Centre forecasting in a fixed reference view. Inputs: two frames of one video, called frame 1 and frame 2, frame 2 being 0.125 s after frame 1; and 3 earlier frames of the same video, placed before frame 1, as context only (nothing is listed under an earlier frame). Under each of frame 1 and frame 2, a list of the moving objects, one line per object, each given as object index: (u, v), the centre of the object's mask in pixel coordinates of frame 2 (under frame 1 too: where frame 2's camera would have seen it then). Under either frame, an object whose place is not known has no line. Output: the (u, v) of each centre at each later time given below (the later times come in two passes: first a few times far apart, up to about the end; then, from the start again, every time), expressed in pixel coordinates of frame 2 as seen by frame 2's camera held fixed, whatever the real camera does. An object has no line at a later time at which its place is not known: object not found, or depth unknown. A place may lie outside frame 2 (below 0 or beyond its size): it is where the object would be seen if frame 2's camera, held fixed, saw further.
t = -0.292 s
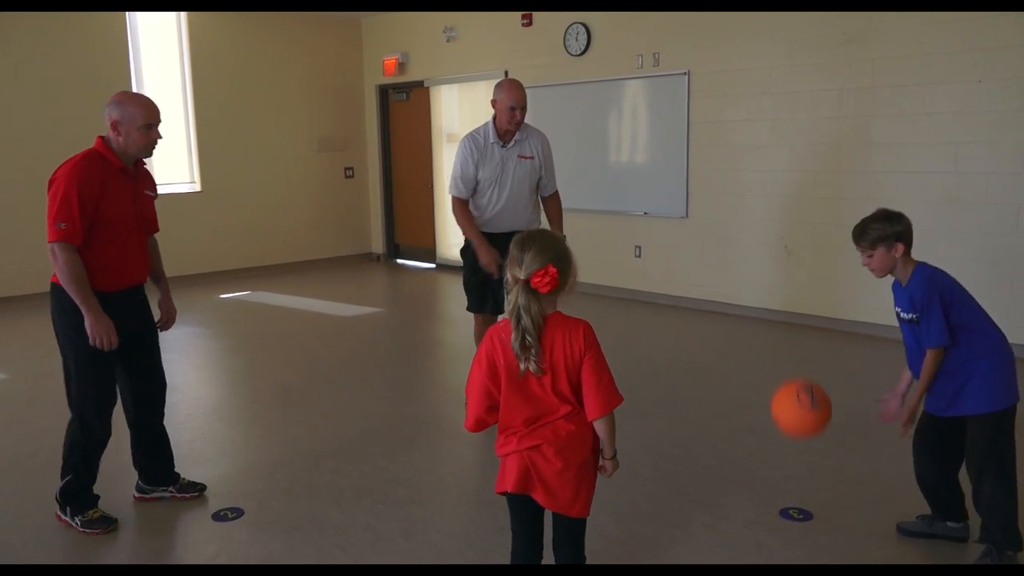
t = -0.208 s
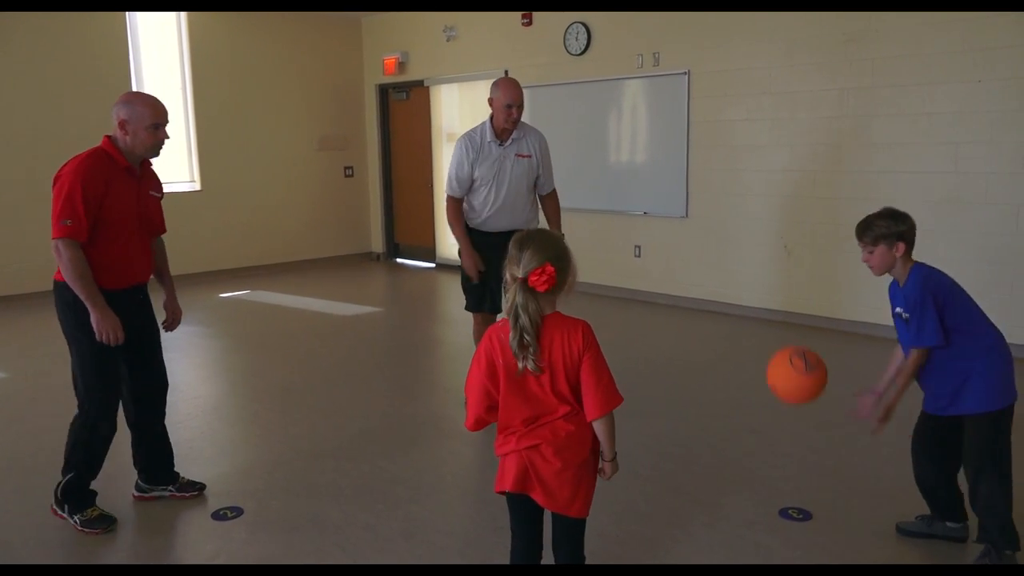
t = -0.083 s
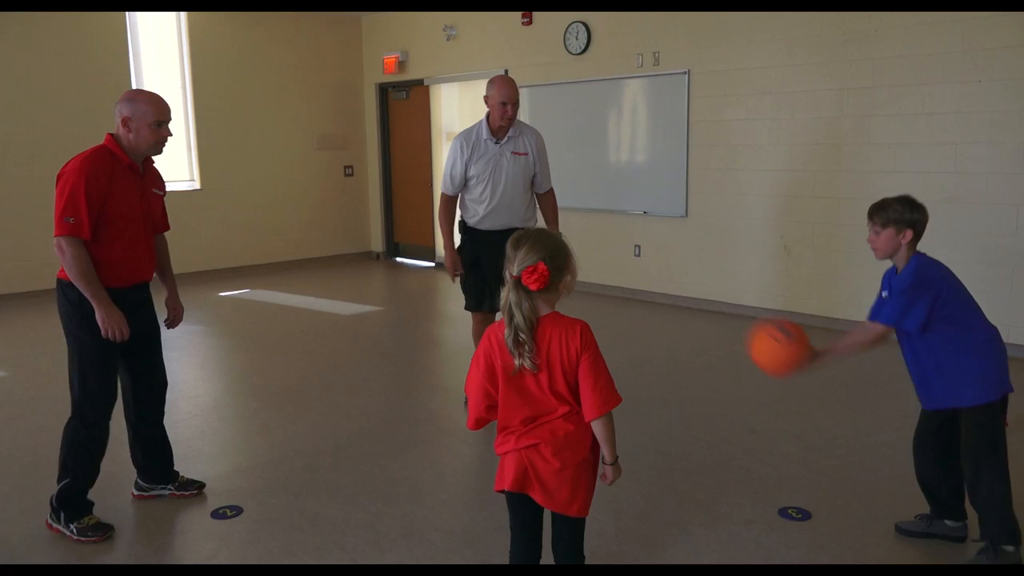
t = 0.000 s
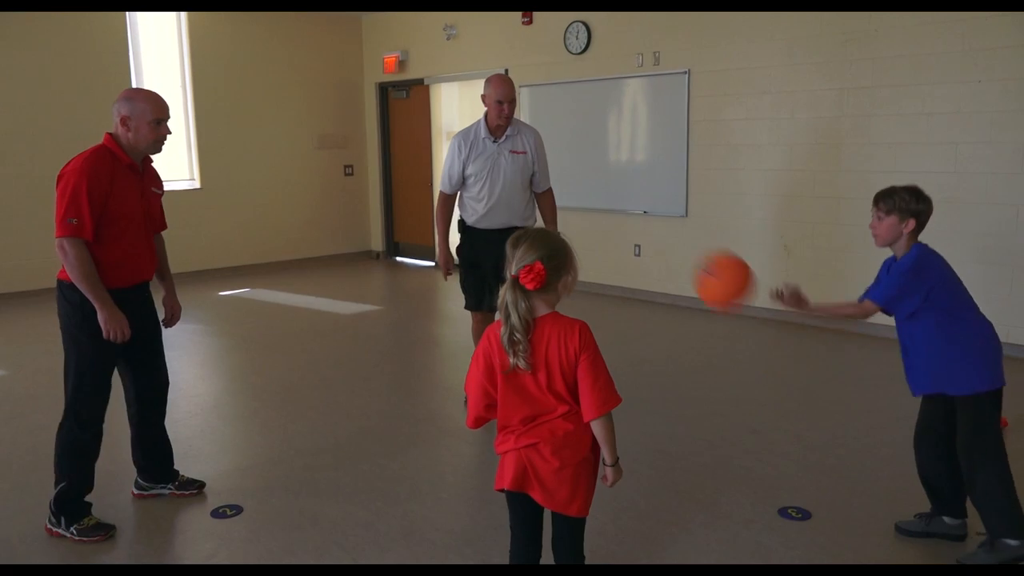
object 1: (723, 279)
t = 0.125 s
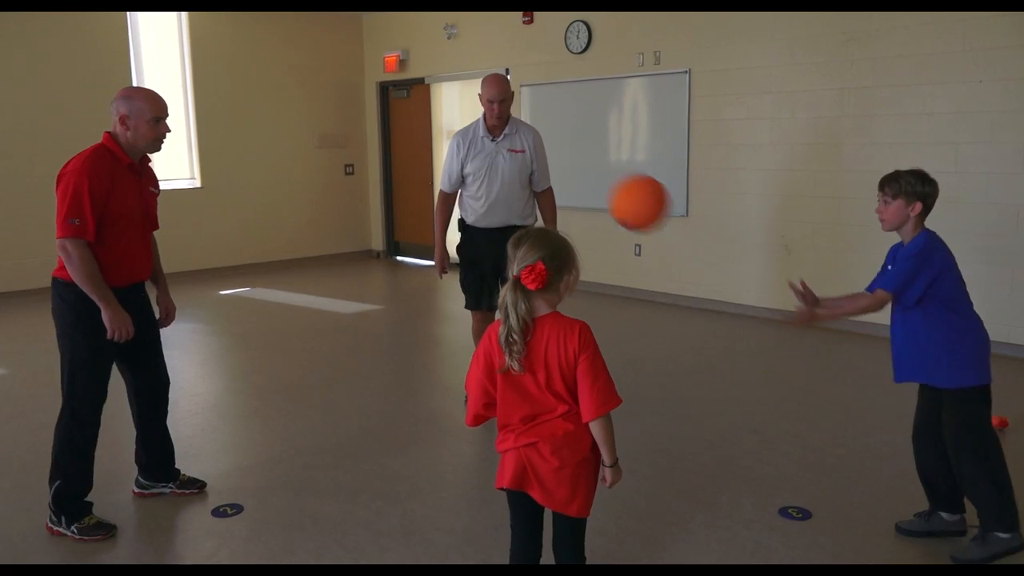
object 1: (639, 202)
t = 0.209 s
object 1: (583, 173)
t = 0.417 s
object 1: (444, 176)
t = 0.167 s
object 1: (611, 185)
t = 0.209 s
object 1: (583, 173)
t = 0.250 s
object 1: (555, 165)
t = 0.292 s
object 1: (527, 160)
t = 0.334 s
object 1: (500, 161)
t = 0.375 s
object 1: (473, 166)
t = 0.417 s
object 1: (444, 176)
